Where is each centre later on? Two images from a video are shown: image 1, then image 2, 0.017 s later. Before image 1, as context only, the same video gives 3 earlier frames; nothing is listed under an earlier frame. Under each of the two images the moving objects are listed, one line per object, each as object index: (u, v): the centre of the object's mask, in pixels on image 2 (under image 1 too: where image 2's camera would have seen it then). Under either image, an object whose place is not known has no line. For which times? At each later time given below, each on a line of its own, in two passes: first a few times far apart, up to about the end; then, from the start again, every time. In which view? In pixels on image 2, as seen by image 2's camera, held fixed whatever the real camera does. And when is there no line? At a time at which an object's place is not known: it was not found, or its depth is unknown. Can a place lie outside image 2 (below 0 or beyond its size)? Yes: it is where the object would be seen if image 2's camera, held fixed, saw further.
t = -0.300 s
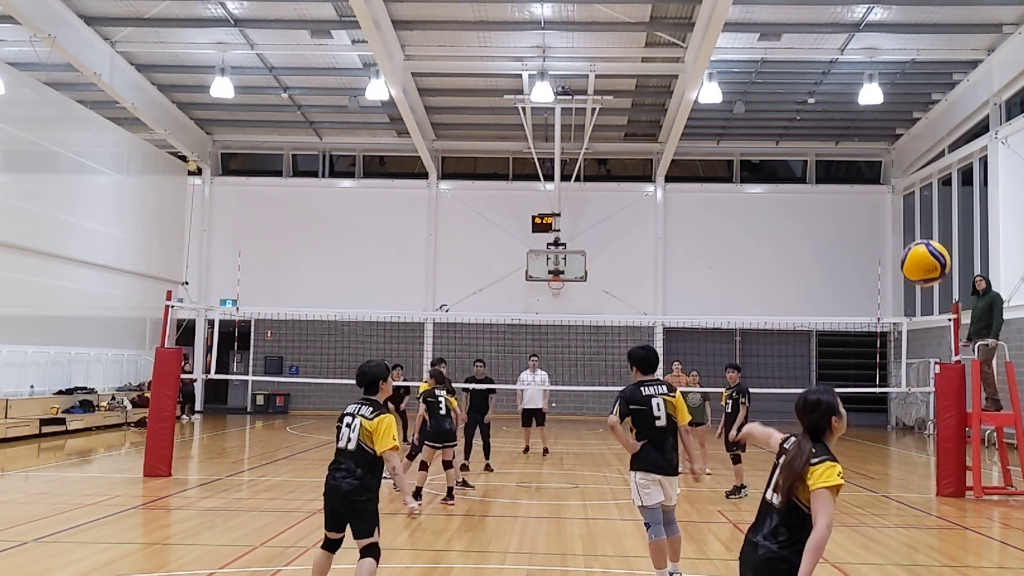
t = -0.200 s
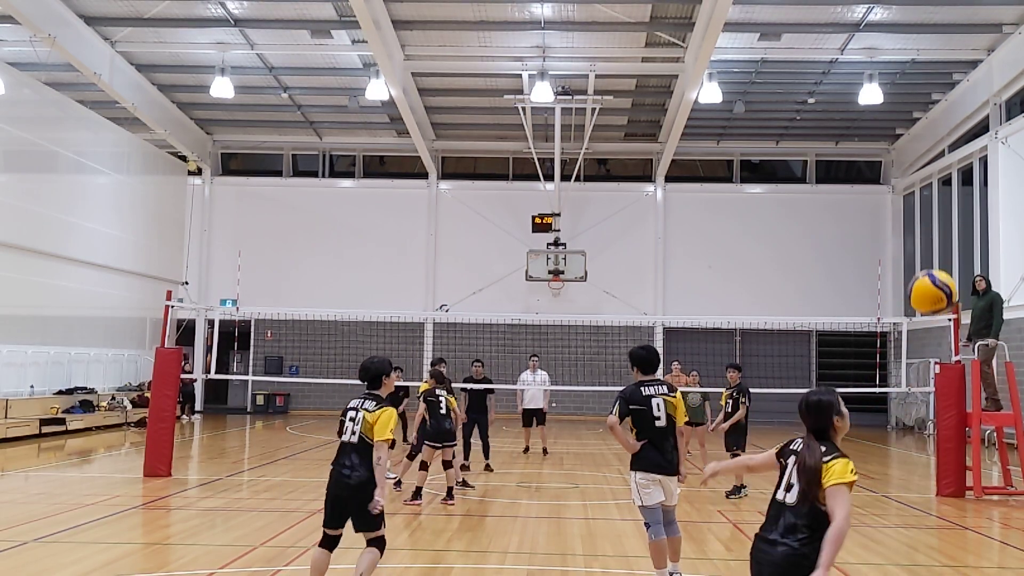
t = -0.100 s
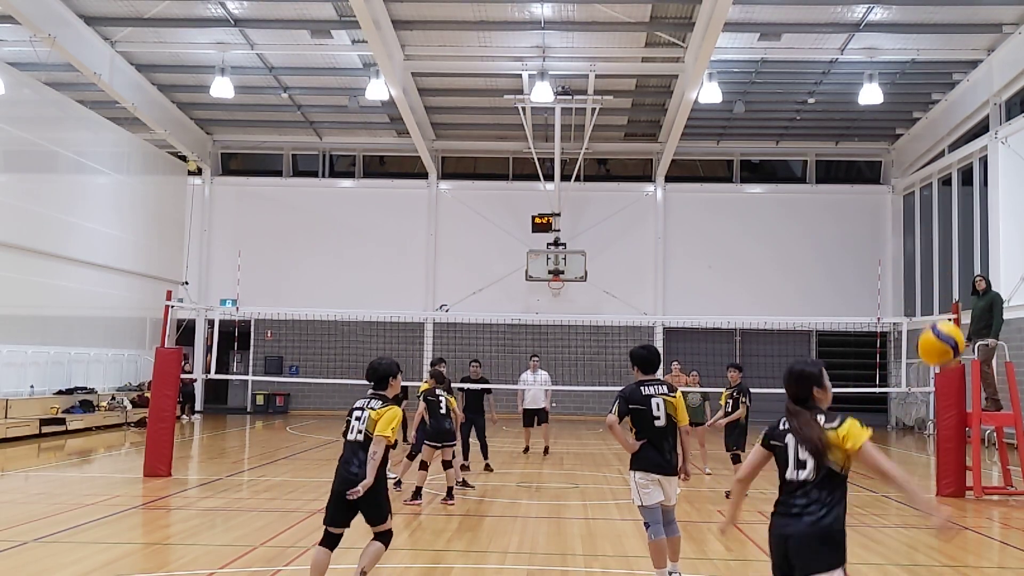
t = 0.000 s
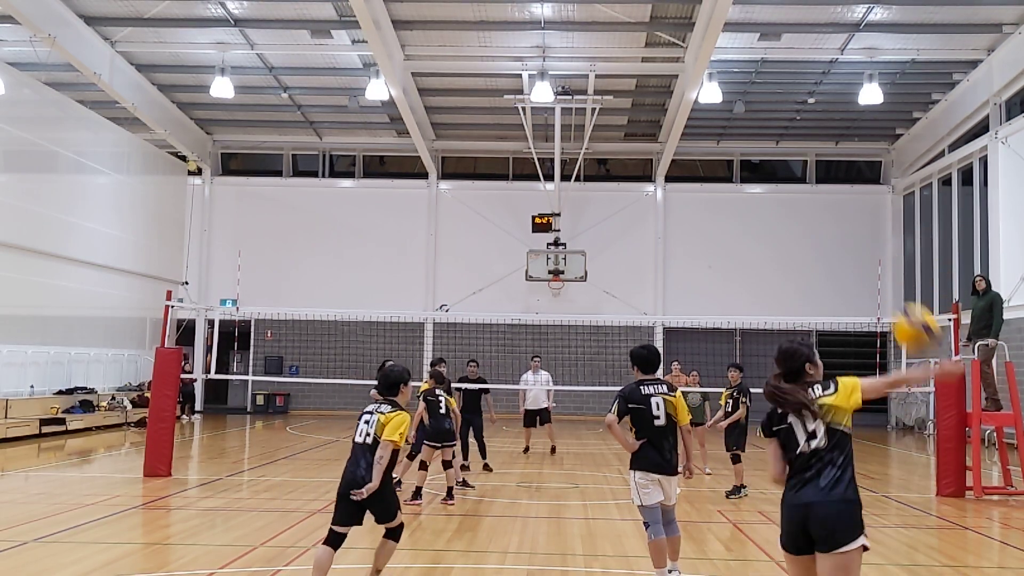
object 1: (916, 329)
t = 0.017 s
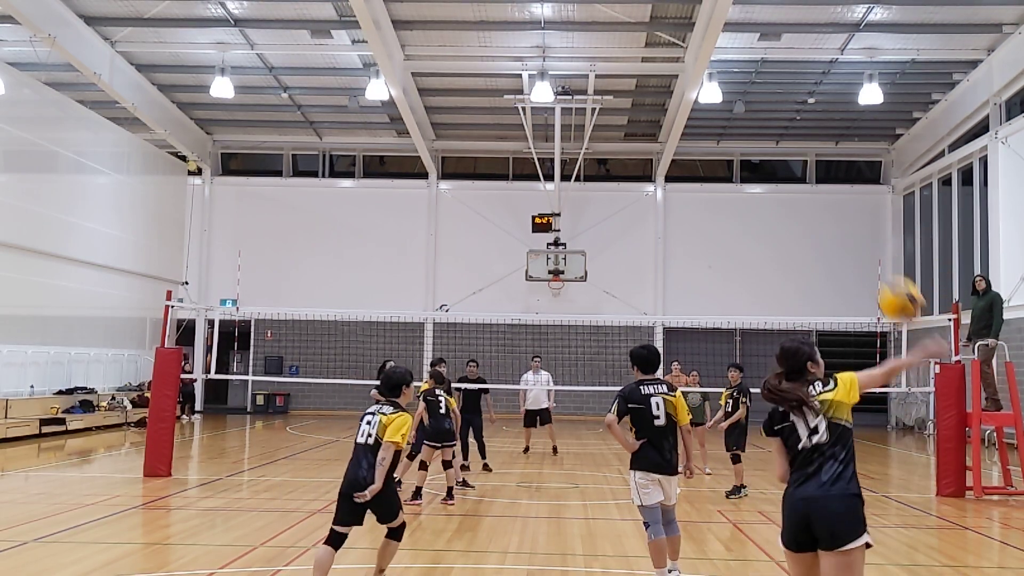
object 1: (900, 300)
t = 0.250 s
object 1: (771, 76)
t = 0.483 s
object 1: (704, 11)
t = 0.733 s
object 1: (660, 25)
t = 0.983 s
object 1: (631, 84)
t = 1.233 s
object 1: (607, 171)
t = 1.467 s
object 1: (590, 266)
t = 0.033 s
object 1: (888, 276)
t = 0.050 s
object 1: (874, 252)
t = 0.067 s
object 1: (863, 230)
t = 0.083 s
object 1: (851, 210)
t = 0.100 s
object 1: (841, 191)
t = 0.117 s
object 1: (831, 174)
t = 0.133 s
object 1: (823, 159)
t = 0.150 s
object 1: (814, 143)
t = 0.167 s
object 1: (806, 129)
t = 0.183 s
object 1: (799, 118)
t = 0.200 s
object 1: (792, 106)
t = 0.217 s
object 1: (785, 95)
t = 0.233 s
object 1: (778, 85)
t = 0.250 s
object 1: (771, 76)
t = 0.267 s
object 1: (766, 68)
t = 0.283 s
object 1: (760, 61)
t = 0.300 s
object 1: (755, 54)
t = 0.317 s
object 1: (749, 46)
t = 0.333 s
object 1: (743, 40)
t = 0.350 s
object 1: (737, 35)
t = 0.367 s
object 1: (734, 31)
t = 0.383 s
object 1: (729, 26)
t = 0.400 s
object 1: (724, 23)
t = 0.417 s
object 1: (721, 19)
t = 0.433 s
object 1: (716, 17)
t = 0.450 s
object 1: (712, 14)
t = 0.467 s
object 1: (708, 12)
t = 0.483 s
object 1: (704, 11)
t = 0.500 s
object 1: (701, 10)
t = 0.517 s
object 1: (697, 10)
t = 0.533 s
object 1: (693, 10)
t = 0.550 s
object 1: (690, 10)
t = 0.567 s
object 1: (688, 10)
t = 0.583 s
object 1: (684, 10)
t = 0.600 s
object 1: (682, 10)
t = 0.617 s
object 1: (678, 11)
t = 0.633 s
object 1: (675, 12)
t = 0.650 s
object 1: (672, 14)
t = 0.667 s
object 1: (670, 15)
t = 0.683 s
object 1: (667, 18)
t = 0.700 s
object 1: (665, 20)
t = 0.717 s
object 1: (662, 22)
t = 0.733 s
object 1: (660, 25)
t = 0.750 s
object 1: (658, 28)
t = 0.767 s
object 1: (655, 31)
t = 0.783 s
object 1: (654, 34)
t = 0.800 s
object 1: (651, 37)
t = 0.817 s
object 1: (649, 41)
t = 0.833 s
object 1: (647, 44)
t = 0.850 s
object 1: (645, 48)
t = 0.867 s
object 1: (643, 52)
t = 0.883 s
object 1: (641, 56)
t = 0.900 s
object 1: (640, 60)
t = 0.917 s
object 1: (638, 65)
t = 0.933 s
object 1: (636, 70)
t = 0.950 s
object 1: (634, 75)
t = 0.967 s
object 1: (632, 80)
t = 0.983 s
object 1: (631, 84)
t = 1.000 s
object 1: (629, 89)
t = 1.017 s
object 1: (627, 95)
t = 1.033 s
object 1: (625, 100)
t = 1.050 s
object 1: (624, 106)
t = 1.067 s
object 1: (622, 111)
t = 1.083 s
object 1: (621, 117)
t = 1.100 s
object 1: (619, 123)
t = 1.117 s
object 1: (617, 128)
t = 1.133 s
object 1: (616, 134)
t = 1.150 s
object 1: (614, 139)
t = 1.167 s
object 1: (613, 146)
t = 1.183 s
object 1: (611, 153)
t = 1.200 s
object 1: (610, 159)
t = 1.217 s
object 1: (609, 165)
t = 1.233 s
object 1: (607, 171)
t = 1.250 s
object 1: (606, 177)
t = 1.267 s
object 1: (605, 183)
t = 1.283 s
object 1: (603, 191)
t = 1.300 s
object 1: (602, 197)
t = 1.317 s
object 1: (600, 204)
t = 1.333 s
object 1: (599, 210)
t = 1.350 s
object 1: (598, 217)
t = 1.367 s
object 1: (596, 223)
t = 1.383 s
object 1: (595, 230)
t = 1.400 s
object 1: (594, 238)
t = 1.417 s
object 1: (593, 245)
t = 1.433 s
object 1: (591, 253)
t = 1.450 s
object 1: (591, 259)
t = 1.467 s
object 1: (590, 266)
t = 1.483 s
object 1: (588, 274)
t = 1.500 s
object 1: (587, 281)
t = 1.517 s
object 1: (587, 289)
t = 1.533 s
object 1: (585, 296)
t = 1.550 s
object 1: (585, 304)
